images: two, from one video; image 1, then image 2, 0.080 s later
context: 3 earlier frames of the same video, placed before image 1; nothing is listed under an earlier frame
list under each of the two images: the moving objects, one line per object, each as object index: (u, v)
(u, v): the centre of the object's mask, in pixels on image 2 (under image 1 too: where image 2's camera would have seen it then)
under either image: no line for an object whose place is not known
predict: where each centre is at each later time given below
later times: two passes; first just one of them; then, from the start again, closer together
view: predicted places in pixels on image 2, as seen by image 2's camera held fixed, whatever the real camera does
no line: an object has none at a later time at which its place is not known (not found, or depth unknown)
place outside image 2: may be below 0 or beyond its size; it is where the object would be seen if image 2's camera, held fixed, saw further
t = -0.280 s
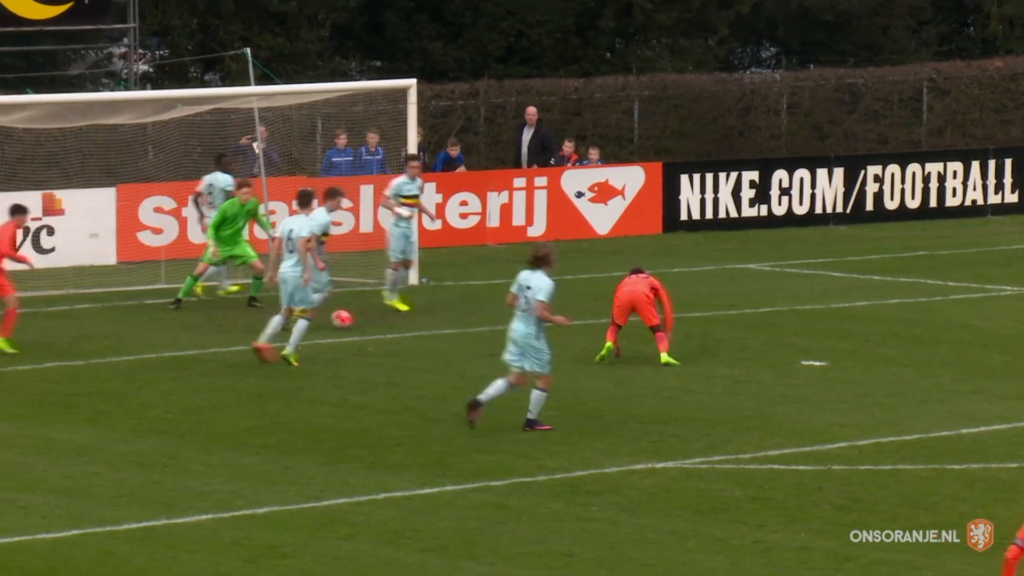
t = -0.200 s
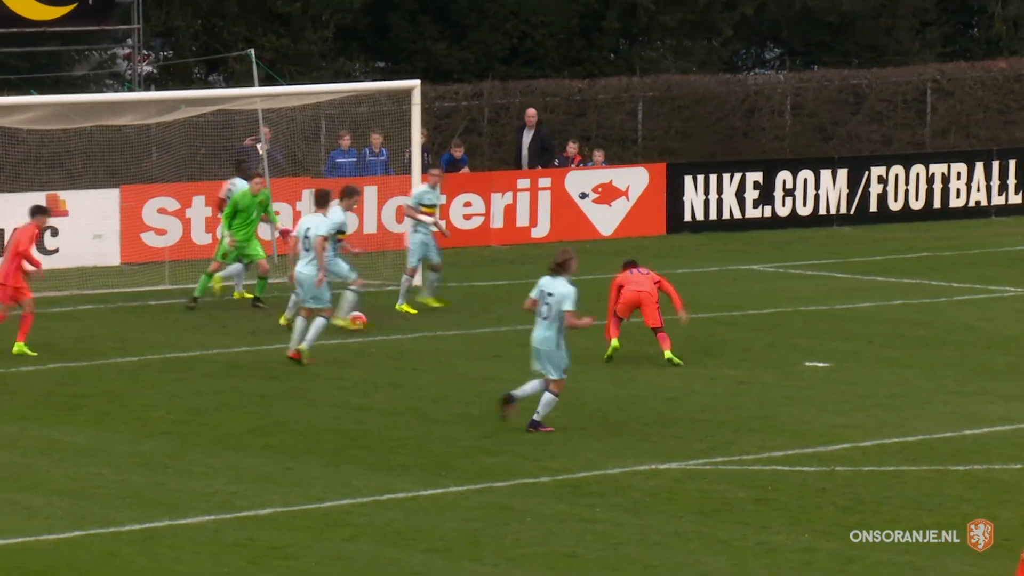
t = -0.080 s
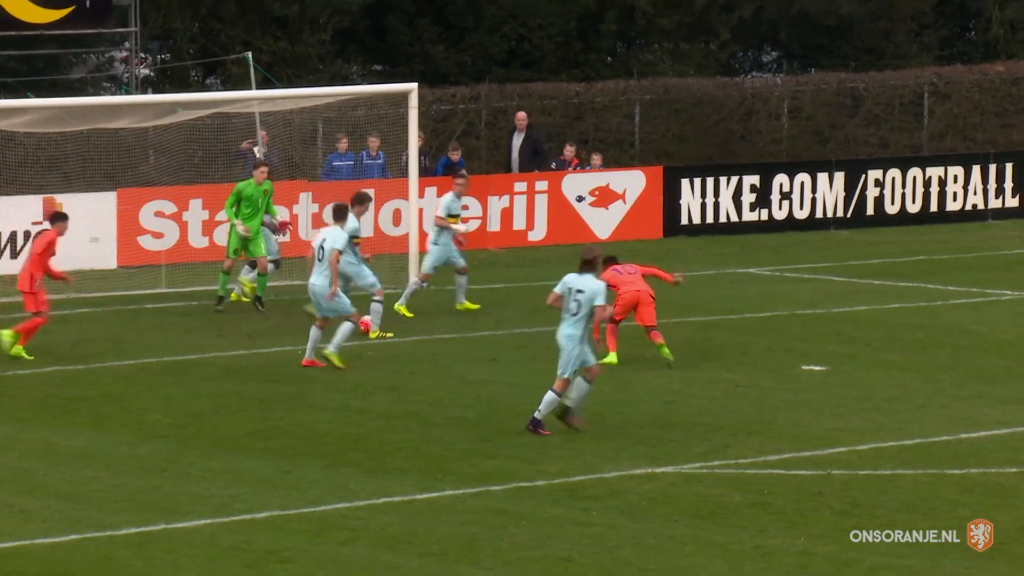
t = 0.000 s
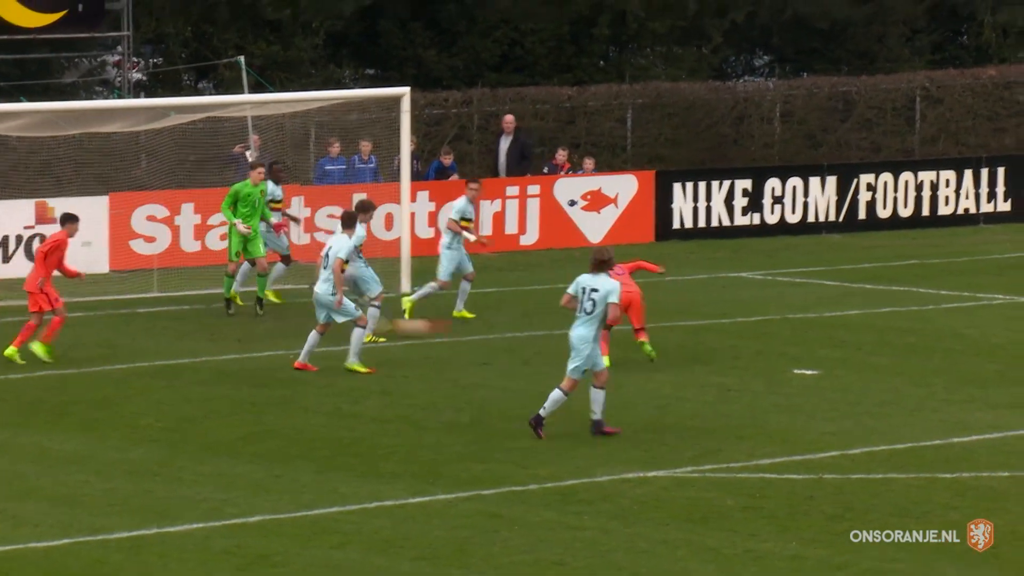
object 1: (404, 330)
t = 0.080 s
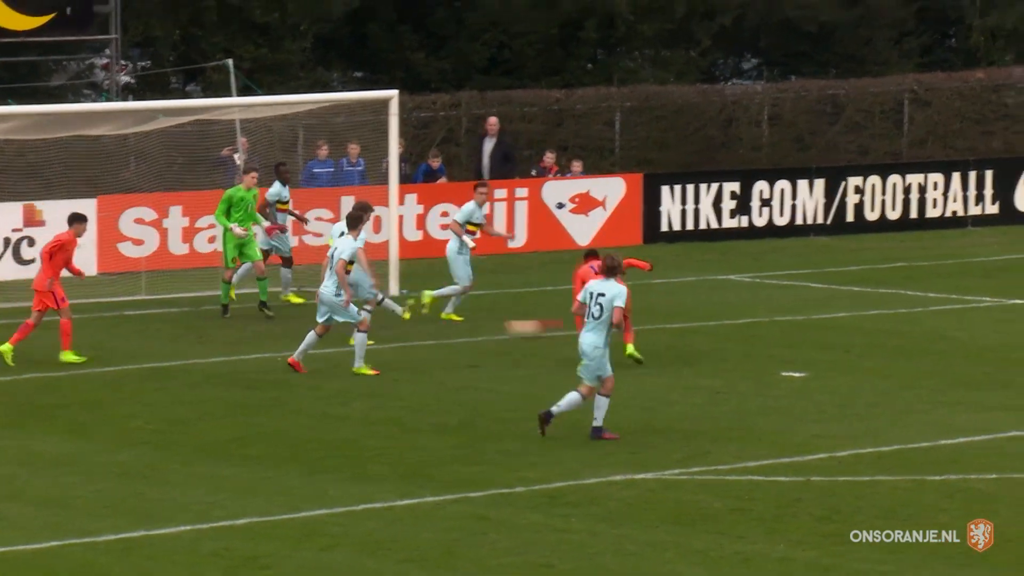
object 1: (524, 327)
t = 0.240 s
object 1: (746, 325)
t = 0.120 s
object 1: (572, 326)
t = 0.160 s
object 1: (646, 328)
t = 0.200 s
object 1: (694, 326)
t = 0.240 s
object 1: (746, 325)
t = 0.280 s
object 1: (800, 325)
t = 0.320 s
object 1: (850, 325)
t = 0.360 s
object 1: (900, 324)
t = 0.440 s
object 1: (999, 324)
